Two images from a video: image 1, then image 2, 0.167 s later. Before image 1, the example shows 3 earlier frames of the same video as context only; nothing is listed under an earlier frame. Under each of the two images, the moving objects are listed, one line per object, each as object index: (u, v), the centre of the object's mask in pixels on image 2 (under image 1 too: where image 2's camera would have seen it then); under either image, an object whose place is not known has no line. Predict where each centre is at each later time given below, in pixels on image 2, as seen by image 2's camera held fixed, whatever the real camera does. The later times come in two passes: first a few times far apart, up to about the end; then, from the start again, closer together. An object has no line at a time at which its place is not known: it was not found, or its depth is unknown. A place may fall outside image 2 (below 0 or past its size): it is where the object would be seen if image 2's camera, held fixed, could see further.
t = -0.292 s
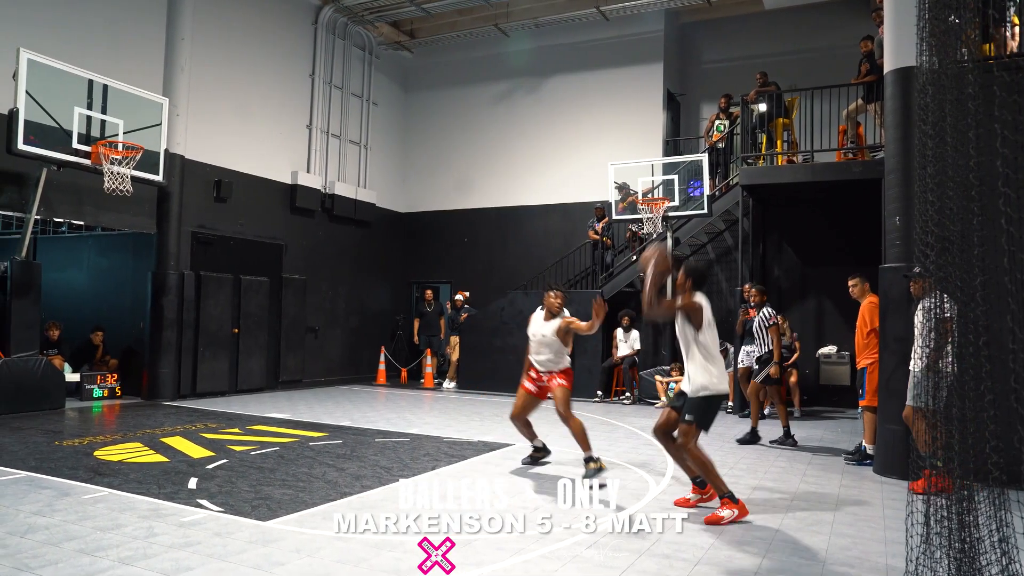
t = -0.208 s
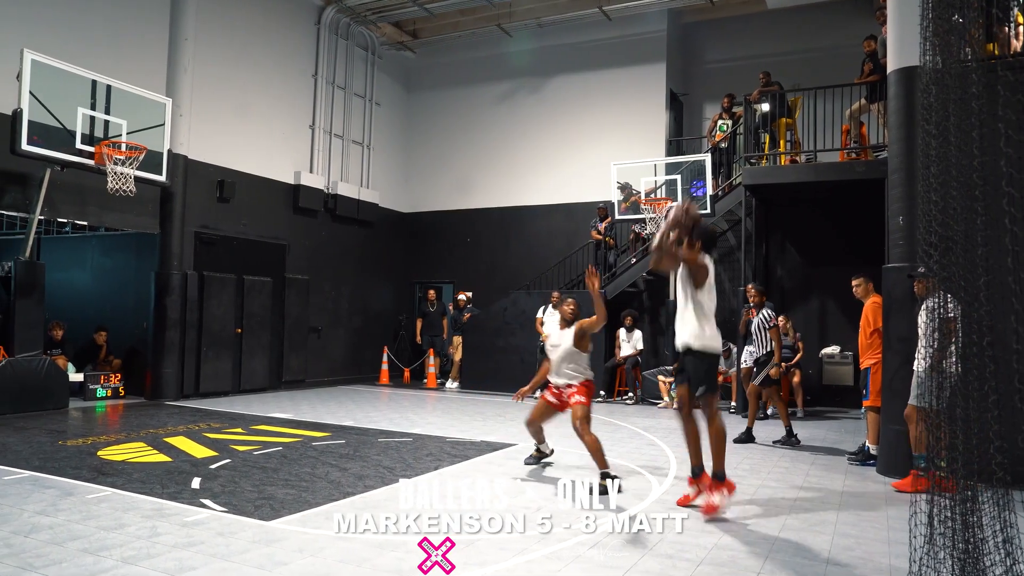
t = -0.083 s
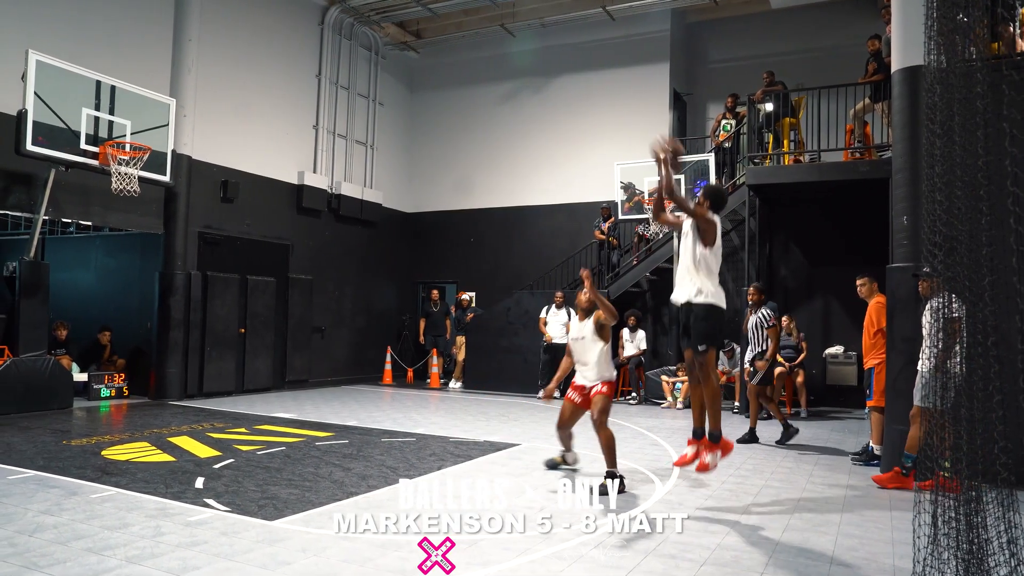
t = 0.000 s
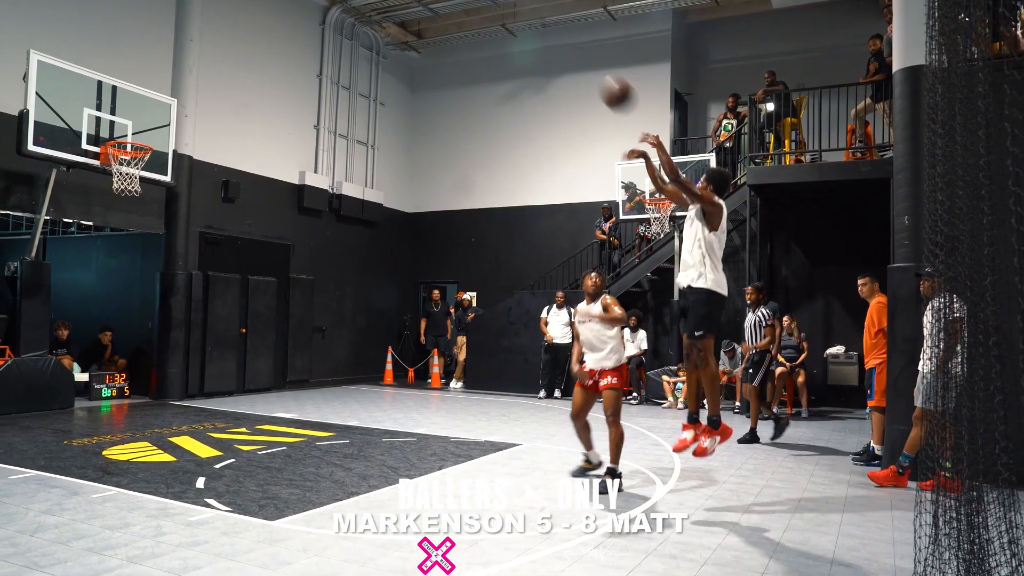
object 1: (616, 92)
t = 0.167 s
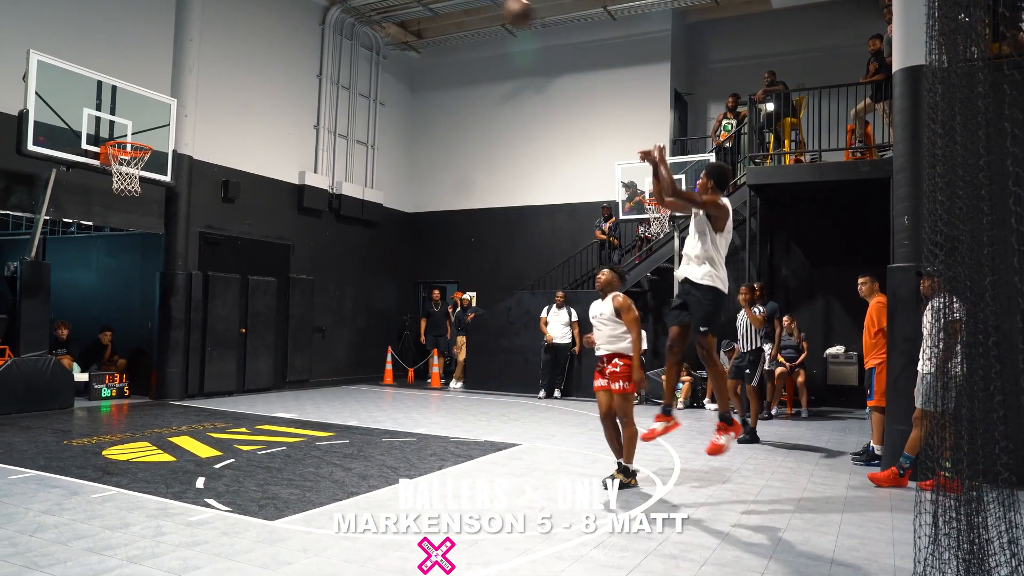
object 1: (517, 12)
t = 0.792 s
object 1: (249, 10)
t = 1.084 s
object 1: (152, 120)
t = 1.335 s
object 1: (120, 191)
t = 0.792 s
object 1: (249, 10)
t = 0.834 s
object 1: (234, 21)
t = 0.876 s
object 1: (220, 35)
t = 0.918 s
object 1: (206, 50)
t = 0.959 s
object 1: (192, 66)
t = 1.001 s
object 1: (179, 83)
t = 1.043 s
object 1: (165, 102)
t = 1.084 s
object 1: (152, 120)
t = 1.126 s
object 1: (140, 137)
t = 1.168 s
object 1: (128, 152)
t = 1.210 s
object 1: (124, 159)
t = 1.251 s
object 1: (126, 164)
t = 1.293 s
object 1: (116, 177)
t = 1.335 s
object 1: (120, 191)
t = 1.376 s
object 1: (120, 201)
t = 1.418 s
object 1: (120, 214)
